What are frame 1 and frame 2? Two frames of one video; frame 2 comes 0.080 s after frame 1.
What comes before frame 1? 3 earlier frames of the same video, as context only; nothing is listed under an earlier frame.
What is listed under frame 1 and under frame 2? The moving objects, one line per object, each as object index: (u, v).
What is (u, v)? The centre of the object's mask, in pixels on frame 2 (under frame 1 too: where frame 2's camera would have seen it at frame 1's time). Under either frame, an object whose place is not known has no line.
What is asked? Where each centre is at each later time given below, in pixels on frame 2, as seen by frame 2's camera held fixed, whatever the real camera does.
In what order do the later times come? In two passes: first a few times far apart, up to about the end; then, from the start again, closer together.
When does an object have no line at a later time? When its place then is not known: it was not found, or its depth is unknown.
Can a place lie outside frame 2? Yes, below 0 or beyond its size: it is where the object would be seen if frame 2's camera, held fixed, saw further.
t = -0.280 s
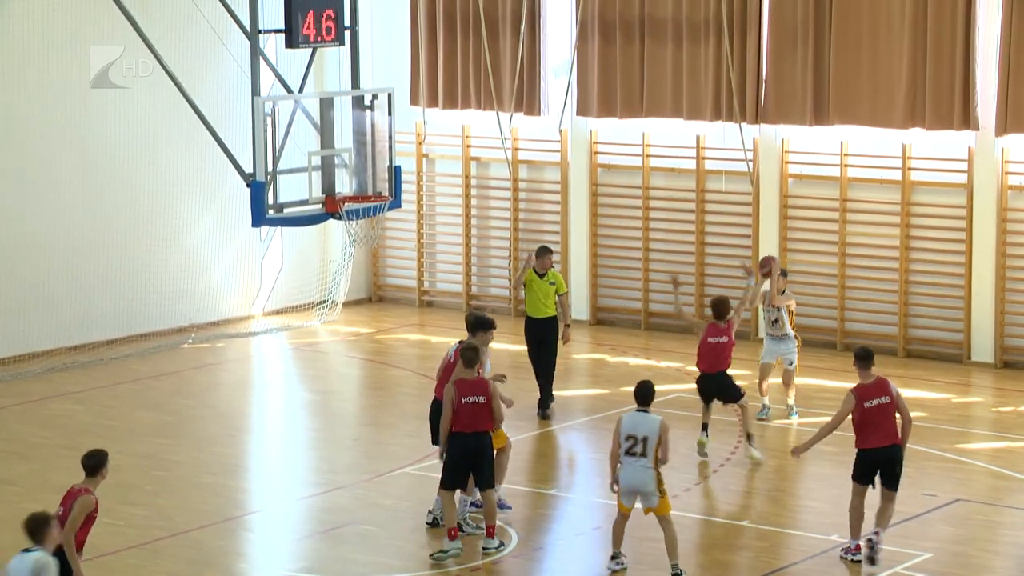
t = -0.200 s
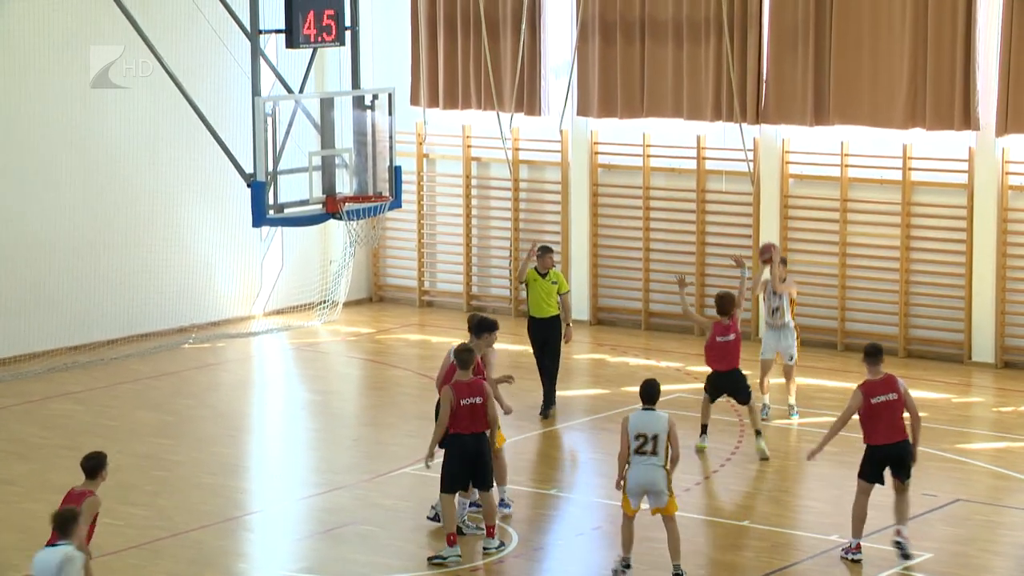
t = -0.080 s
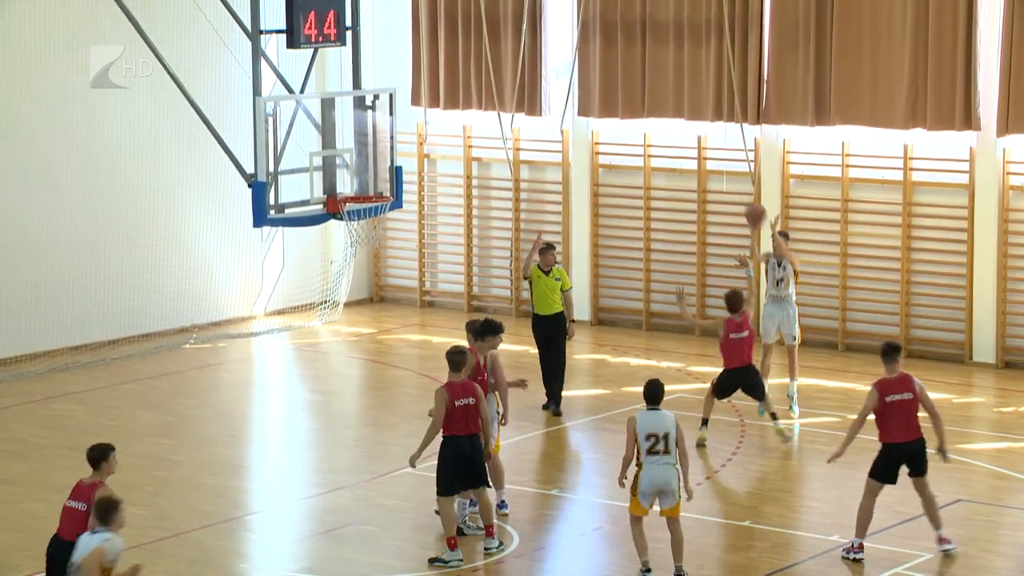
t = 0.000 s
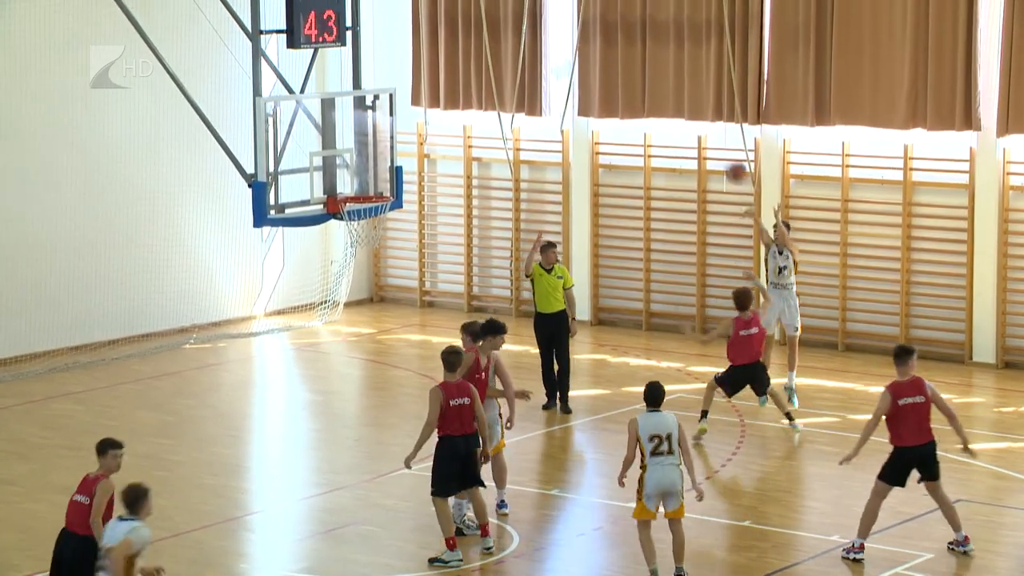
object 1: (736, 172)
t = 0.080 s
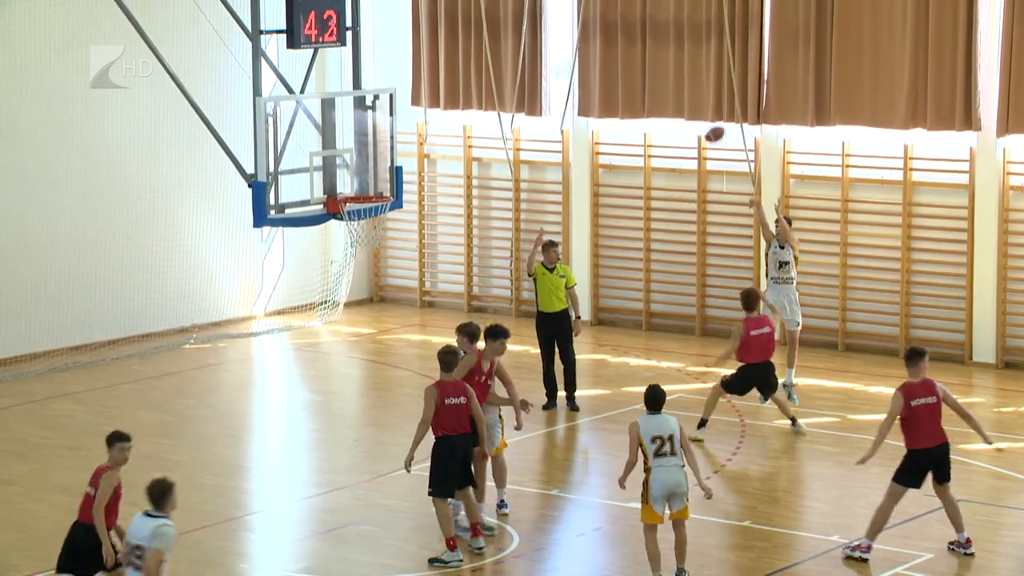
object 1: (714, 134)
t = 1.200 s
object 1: (368, 182)
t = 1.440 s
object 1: (289, 192)
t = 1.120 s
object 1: (395, 174)
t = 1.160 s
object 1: (382, 187)
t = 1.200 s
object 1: (368, 182)
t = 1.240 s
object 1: (355, 180)
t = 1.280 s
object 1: (341, 178)
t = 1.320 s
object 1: (329, 180)
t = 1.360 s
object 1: (315, 182)
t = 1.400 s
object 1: (302, 186)
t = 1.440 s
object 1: (289, 192)
